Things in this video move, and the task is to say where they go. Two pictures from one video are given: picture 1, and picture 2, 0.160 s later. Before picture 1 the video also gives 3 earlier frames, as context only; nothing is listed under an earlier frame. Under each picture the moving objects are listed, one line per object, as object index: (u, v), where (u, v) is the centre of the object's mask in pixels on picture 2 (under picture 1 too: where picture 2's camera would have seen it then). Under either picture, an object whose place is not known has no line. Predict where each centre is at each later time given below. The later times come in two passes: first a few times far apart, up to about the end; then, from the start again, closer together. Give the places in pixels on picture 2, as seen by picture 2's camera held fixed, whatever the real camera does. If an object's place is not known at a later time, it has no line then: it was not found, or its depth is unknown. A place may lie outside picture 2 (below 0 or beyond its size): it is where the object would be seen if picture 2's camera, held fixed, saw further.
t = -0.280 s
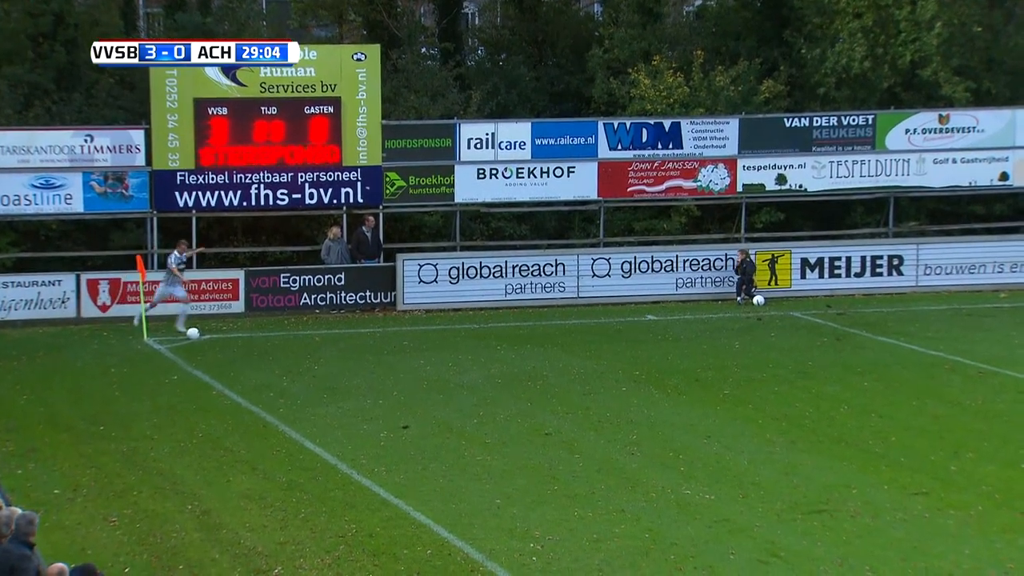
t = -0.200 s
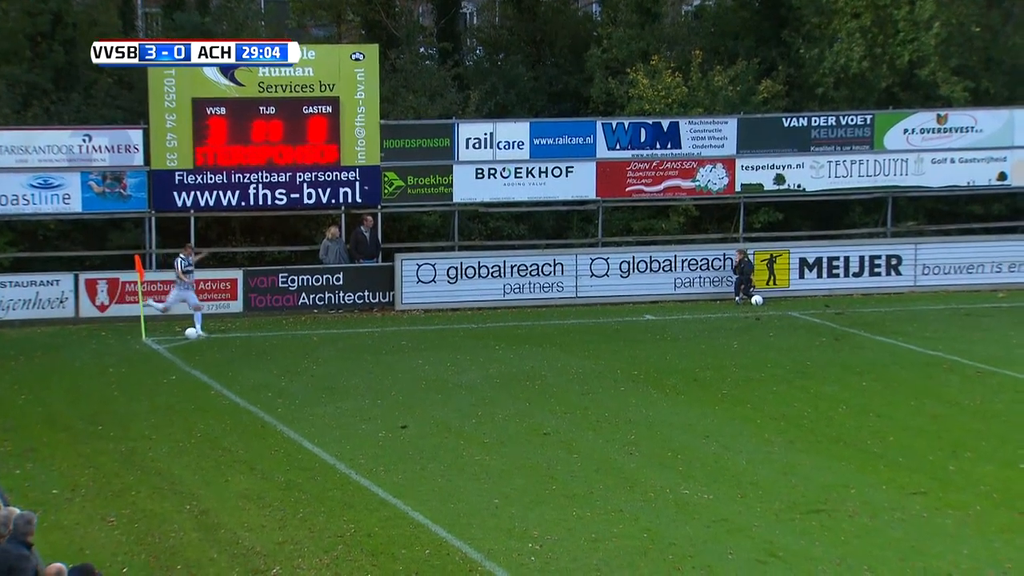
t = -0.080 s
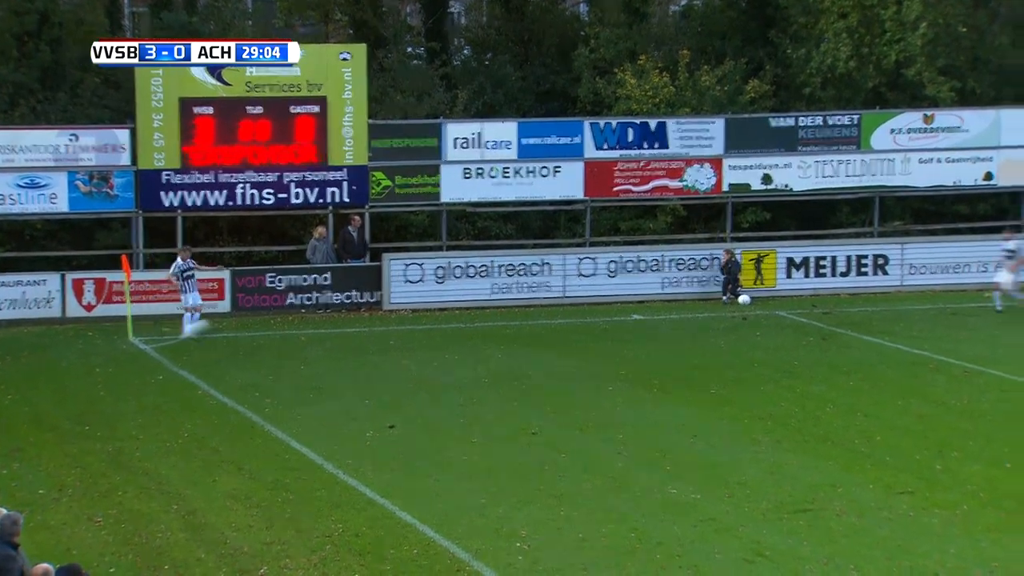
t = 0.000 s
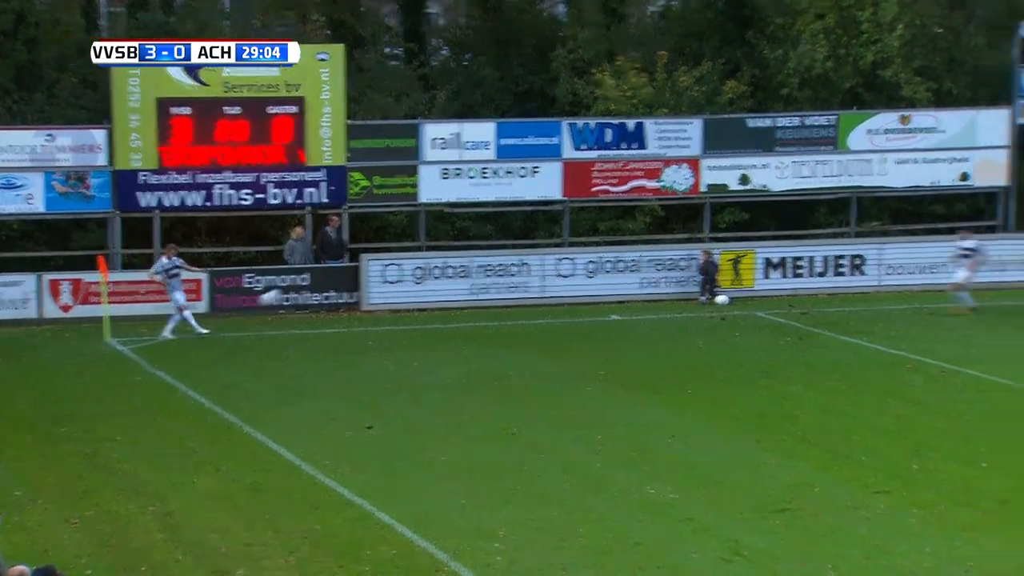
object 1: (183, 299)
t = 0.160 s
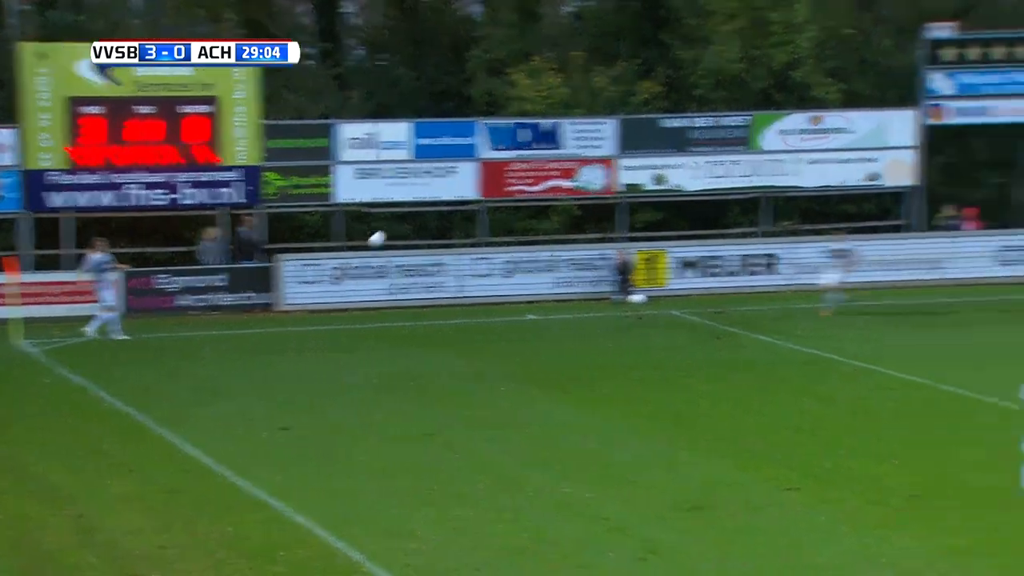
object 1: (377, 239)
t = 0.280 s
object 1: (519, 198)
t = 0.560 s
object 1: (859, 111)
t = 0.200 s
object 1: (424, 225)
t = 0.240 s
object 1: (472, 212)
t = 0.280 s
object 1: (519, 198)
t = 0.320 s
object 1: (567, 185)
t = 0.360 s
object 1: (614, 171)
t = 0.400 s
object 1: (662, 158)
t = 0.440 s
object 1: (710, 147)
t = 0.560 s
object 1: (859, 111)
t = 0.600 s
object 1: (909, 100)
